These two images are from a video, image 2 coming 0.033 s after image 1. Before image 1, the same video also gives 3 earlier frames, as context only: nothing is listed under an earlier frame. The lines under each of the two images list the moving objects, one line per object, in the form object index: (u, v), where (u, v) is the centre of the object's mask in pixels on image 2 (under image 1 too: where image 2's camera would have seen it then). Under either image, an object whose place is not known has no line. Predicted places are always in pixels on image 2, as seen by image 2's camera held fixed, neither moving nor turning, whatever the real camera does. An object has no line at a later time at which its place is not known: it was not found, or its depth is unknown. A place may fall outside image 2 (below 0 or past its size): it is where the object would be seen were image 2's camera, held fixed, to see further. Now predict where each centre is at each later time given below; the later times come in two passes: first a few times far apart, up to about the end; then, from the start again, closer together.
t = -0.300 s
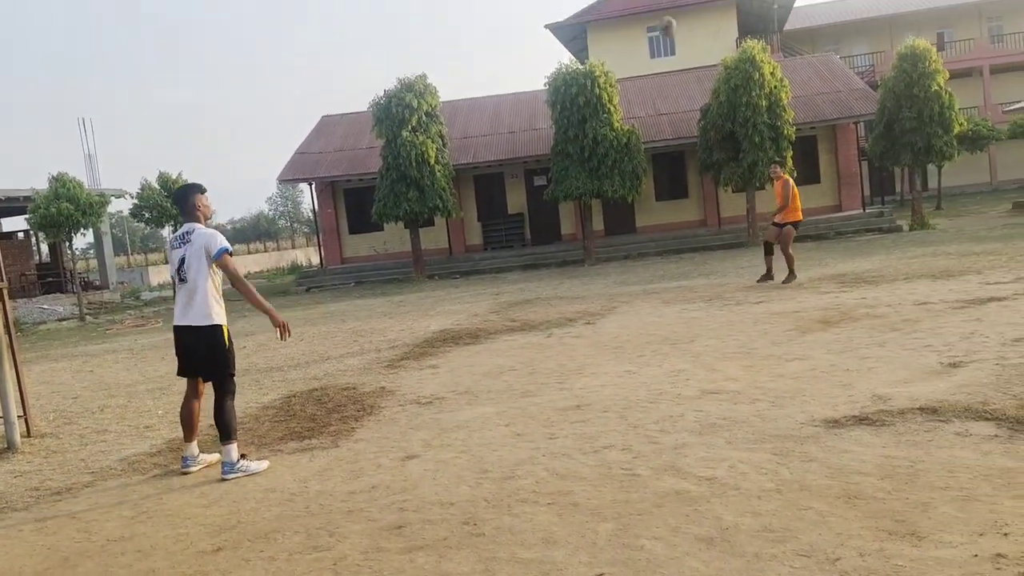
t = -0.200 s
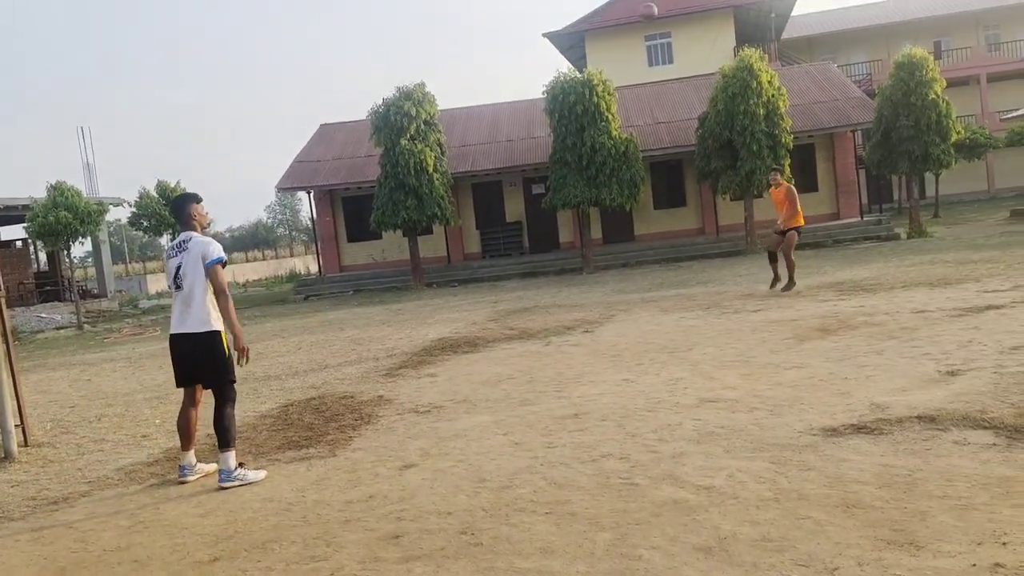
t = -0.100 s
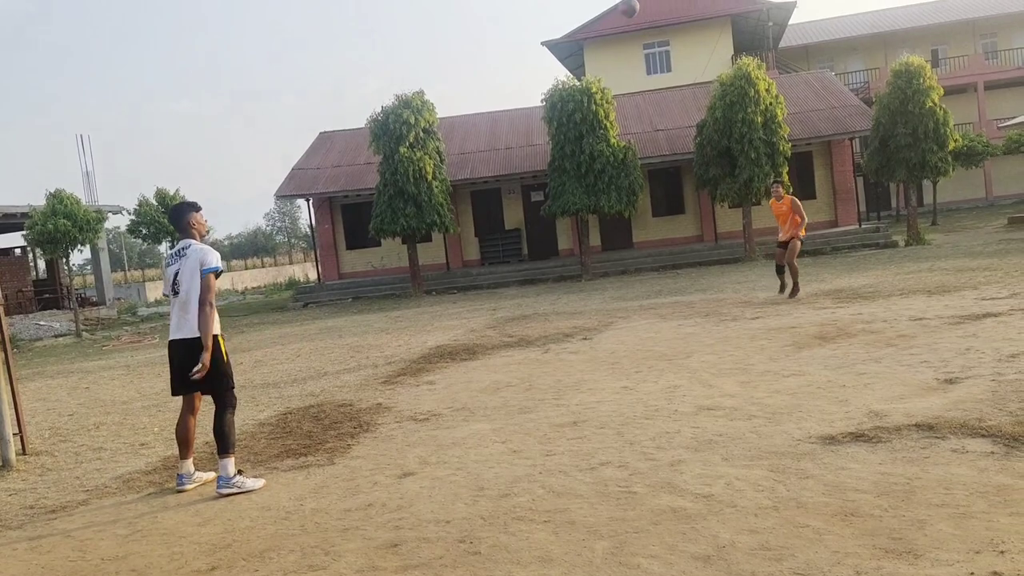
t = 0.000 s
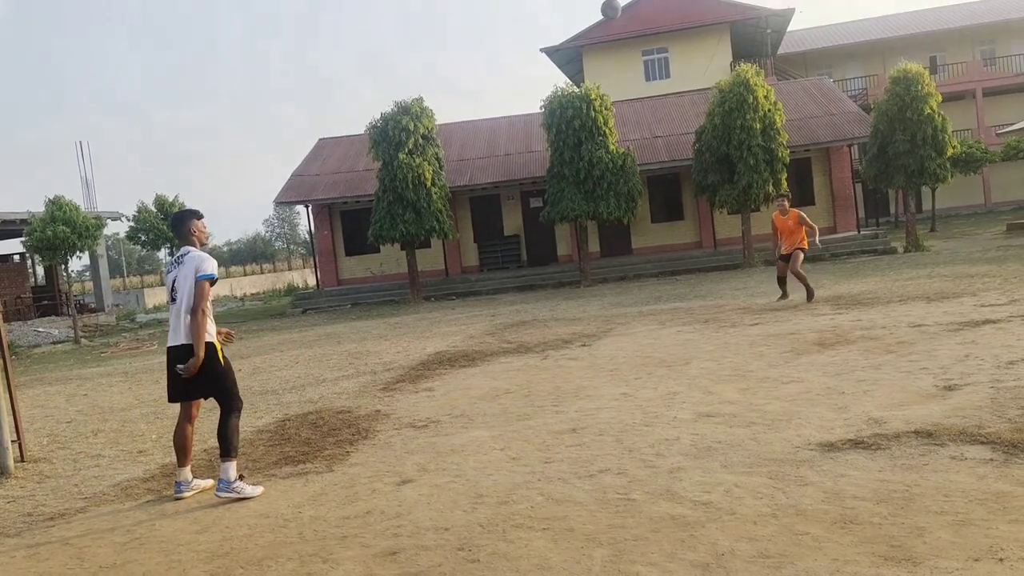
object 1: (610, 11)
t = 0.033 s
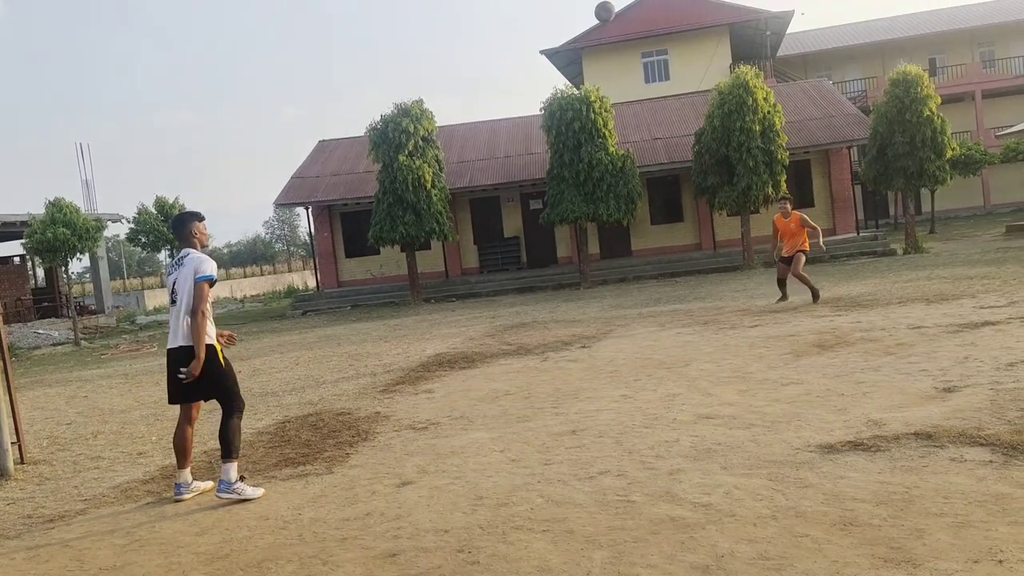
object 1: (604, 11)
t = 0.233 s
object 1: (570, 37)
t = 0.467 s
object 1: (529, 129)
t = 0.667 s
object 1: (491, 267)
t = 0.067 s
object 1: (599, 13)
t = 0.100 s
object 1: (593, 15)
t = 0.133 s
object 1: (587, 19)
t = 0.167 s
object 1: (582, 24)
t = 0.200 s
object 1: (576, 30)
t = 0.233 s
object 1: (570, 37)
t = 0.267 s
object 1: (565, 44)
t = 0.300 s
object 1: (558, 56)
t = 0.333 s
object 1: (553, 67)
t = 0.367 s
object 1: (546, 81)
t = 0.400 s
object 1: (540, 95)
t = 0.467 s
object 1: (529, 129)
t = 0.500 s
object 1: (523, 147)
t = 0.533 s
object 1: (517, 169)
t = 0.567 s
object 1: (510, 190)
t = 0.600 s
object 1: (504, 214)
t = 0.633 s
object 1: (497, 240)
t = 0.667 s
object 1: (491, 267)
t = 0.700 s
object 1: (485, 296)
